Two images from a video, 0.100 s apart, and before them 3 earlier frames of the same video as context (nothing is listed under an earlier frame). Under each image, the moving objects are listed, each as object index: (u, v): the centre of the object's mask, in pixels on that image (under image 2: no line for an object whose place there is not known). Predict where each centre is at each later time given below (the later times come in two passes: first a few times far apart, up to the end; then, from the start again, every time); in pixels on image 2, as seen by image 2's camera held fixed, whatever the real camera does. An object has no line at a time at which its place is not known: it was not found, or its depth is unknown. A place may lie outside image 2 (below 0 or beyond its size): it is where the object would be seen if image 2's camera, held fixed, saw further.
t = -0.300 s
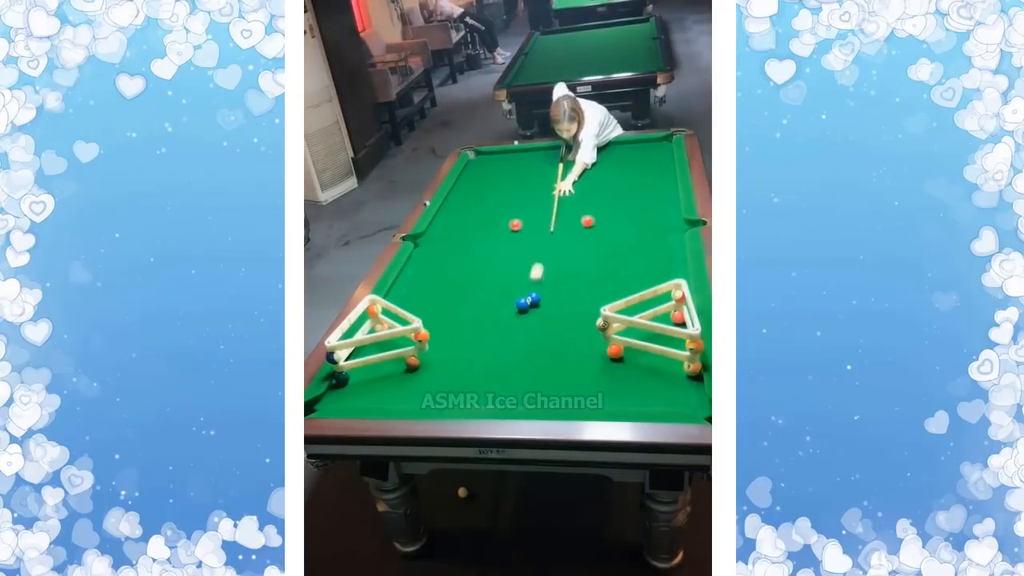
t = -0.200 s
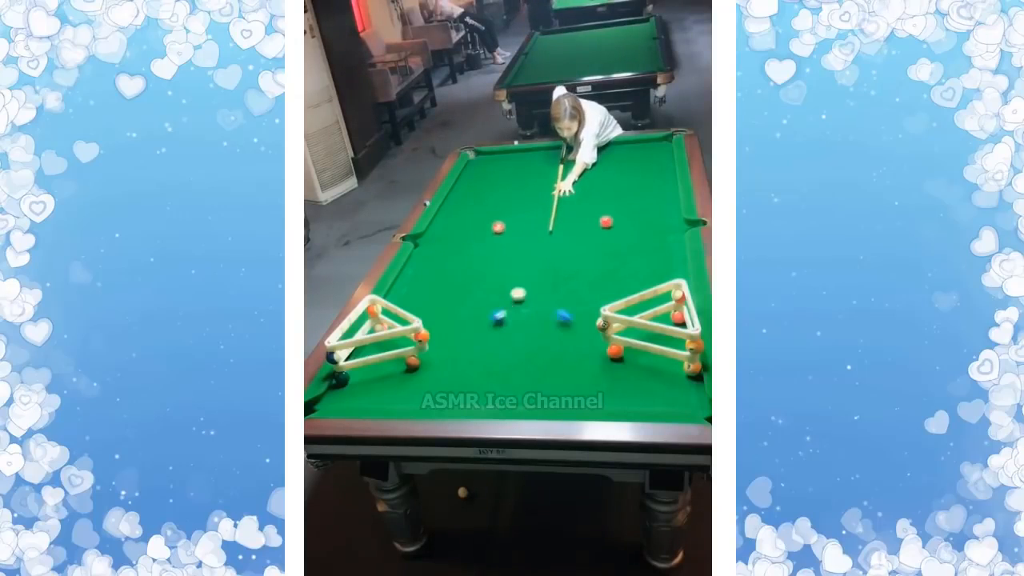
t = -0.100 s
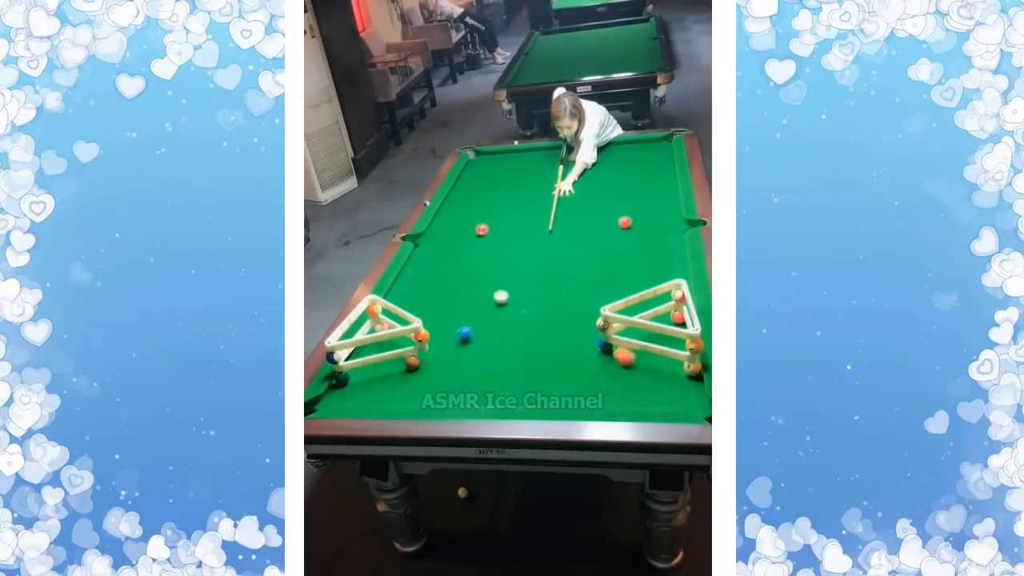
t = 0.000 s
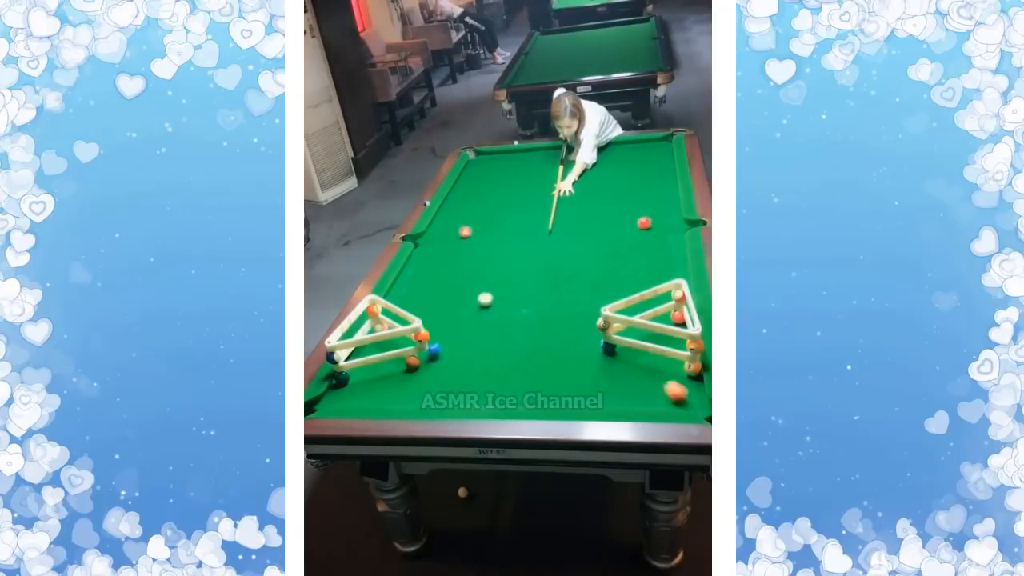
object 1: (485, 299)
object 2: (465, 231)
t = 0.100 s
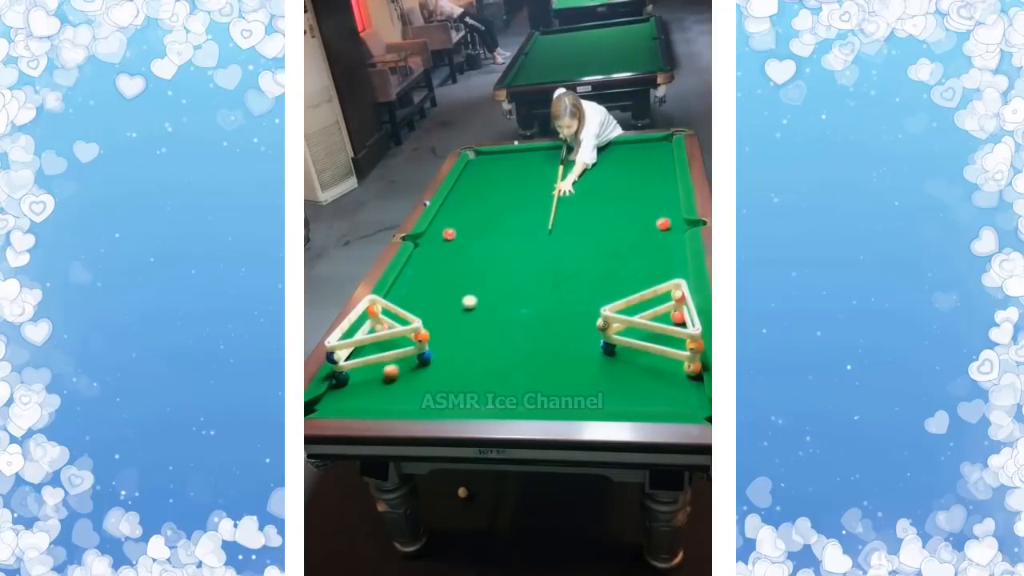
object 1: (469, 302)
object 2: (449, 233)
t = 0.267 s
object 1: (444, 305)
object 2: (423, 237)
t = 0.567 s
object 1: (403, 308)
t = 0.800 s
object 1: (389, 314)
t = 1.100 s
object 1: (416, 313)
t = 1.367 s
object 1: (436, 315)
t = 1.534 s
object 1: (448, 314)
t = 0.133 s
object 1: (464, 302)
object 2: (443, 235)
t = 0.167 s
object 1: (459, 303)
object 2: (438, 235)
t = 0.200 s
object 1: (454, 304)
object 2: (433, 236)
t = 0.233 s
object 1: (449, 305)
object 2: (428, 237)
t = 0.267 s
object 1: (444, 305)
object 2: (423, 237)
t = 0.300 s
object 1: (439, 306)
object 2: (417, 238)
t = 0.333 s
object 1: (434, 307)
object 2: (414, 240)
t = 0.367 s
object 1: (429, 307)
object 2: (411, 242)
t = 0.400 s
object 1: (424, 308)
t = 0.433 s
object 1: (420, 308)
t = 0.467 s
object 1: (415, 308)
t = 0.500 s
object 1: (410, 308)
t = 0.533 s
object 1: (406, 308)
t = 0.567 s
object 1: (403, 308)
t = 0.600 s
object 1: (393, 315)
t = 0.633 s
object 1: (390, 313)
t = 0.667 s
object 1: (387, 313)
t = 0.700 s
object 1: (385, 312)
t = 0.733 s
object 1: (385, 312)
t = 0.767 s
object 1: (387, 313)
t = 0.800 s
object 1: (389, 314)
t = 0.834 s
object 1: (392, 315)
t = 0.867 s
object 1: (394, 316)
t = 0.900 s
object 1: (396, 317)
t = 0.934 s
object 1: (399, 318)
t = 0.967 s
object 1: (401, 318)
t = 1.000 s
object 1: (408, 313)
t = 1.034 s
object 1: (411, 312)
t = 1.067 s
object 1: (414, 313)
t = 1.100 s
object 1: (416, 313)
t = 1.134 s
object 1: (419, 313)
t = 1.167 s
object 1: (422, 313)
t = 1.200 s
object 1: (424, 314)
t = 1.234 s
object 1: (426, 314)
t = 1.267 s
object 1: (429, 314)
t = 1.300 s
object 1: (431, 314)
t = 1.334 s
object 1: (434, 314)
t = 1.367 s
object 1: (436, 315)
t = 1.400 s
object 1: (439, 314)
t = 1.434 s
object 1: (441, 314)
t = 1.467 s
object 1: (444, 314)
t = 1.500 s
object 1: (446, 314)
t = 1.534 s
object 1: (448, 314)
